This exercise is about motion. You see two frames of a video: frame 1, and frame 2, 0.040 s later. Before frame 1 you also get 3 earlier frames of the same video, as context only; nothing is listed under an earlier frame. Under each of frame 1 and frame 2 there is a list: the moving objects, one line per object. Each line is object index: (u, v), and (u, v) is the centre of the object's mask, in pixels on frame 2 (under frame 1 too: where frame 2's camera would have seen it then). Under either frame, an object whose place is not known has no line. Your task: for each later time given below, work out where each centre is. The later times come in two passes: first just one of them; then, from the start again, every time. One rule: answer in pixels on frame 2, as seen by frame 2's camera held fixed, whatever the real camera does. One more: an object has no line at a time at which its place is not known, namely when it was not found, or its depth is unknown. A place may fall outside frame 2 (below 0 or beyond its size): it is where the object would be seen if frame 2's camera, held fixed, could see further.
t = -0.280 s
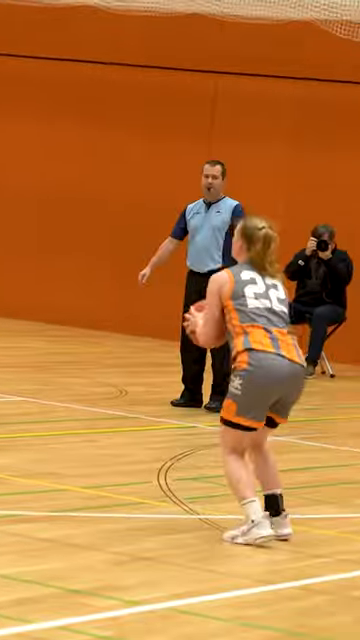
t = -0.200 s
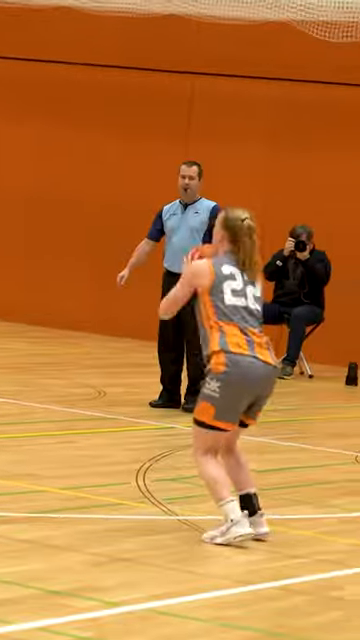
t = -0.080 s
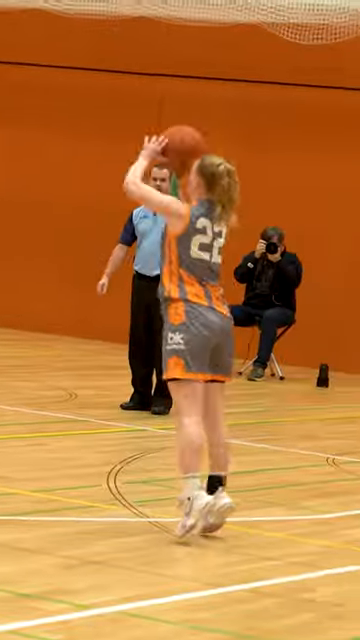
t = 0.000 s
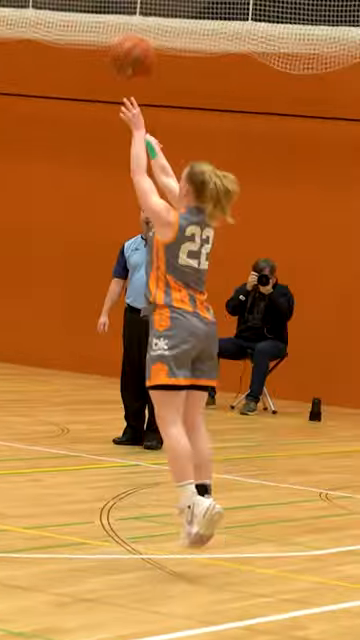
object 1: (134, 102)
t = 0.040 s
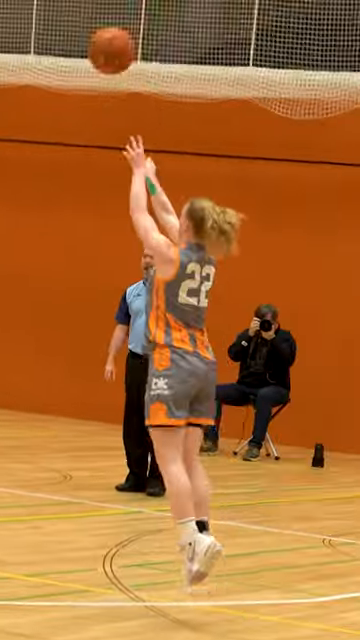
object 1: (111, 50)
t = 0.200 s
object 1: (22, -141)
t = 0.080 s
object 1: (90, -3)
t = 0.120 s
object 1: (68, -51)
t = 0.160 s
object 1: (44, -100)
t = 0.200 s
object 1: (22, -141)
